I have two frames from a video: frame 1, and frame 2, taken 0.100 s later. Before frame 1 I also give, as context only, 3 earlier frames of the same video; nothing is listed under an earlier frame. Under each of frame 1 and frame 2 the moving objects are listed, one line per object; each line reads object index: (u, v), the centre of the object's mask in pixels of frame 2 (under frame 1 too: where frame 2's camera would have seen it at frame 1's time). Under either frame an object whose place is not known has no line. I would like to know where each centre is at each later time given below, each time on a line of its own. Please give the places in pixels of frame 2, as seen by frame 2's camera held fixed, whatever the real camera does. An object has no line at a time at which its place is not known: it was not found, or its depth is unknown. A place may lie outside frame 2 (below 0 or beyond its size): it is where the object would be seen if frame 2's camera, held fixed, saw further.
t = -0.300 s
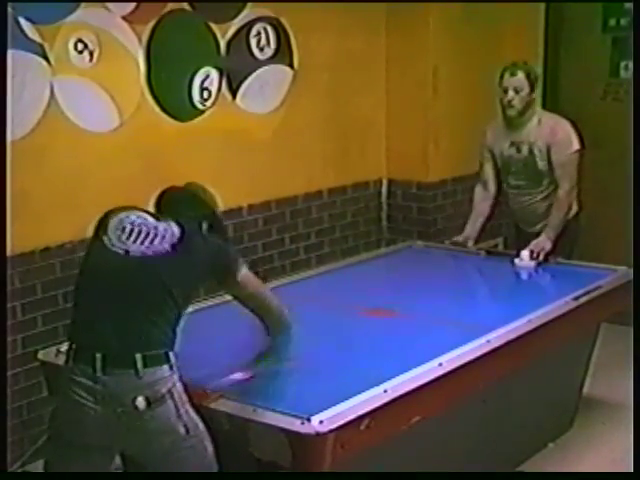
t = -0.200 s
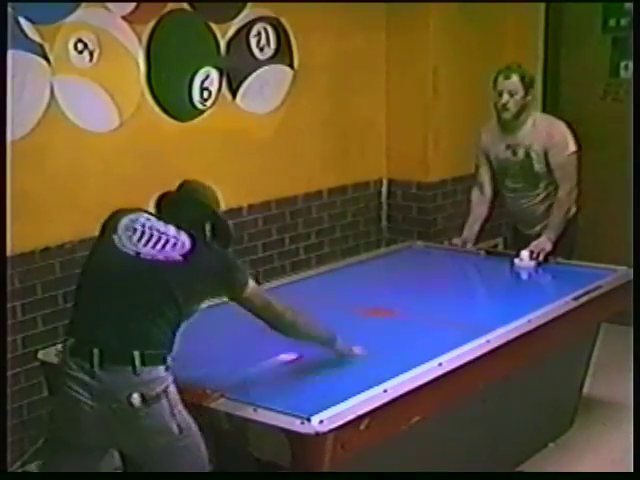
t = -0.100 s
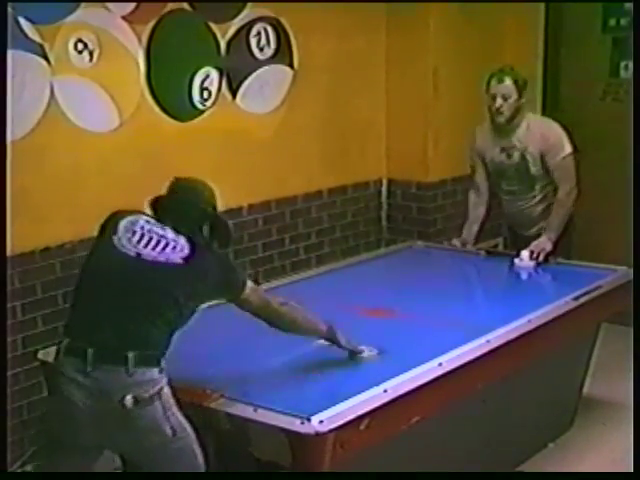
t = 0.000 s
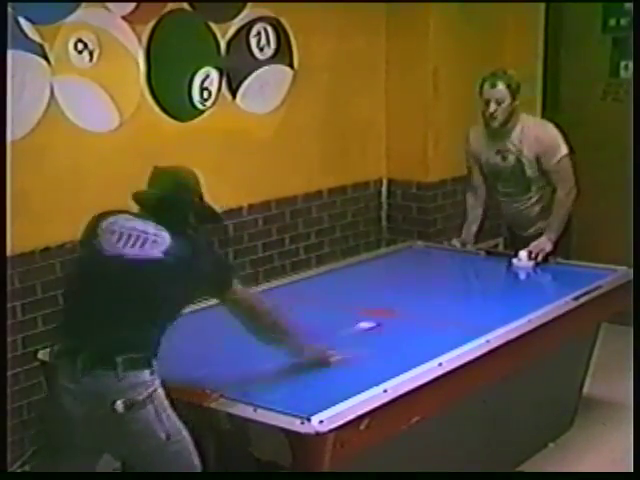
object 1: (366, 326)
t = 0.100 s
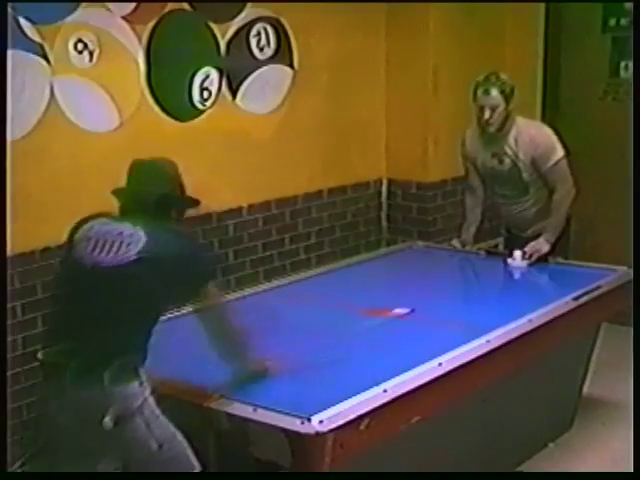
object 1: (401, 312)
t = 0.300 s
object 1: (459, 288)
